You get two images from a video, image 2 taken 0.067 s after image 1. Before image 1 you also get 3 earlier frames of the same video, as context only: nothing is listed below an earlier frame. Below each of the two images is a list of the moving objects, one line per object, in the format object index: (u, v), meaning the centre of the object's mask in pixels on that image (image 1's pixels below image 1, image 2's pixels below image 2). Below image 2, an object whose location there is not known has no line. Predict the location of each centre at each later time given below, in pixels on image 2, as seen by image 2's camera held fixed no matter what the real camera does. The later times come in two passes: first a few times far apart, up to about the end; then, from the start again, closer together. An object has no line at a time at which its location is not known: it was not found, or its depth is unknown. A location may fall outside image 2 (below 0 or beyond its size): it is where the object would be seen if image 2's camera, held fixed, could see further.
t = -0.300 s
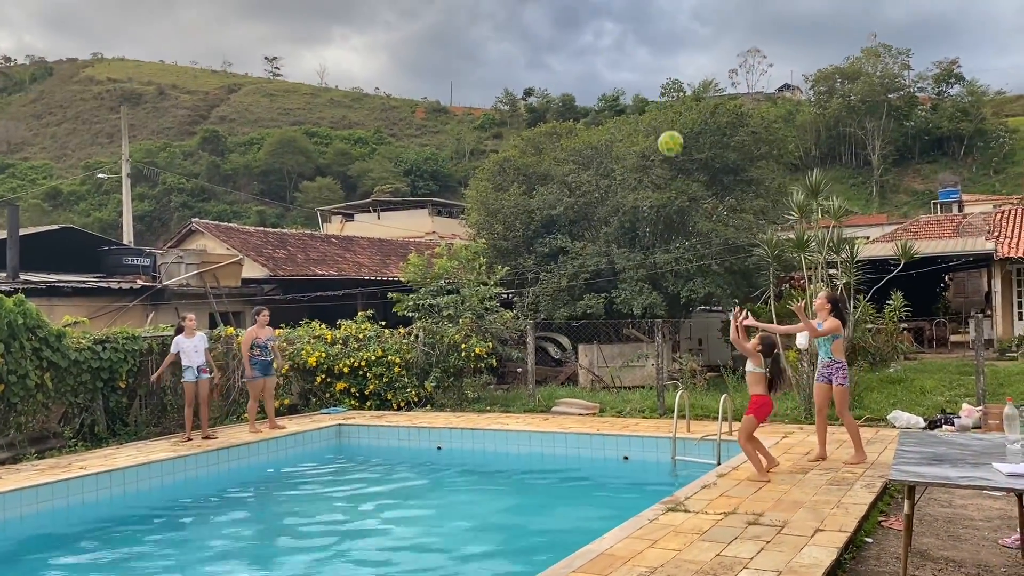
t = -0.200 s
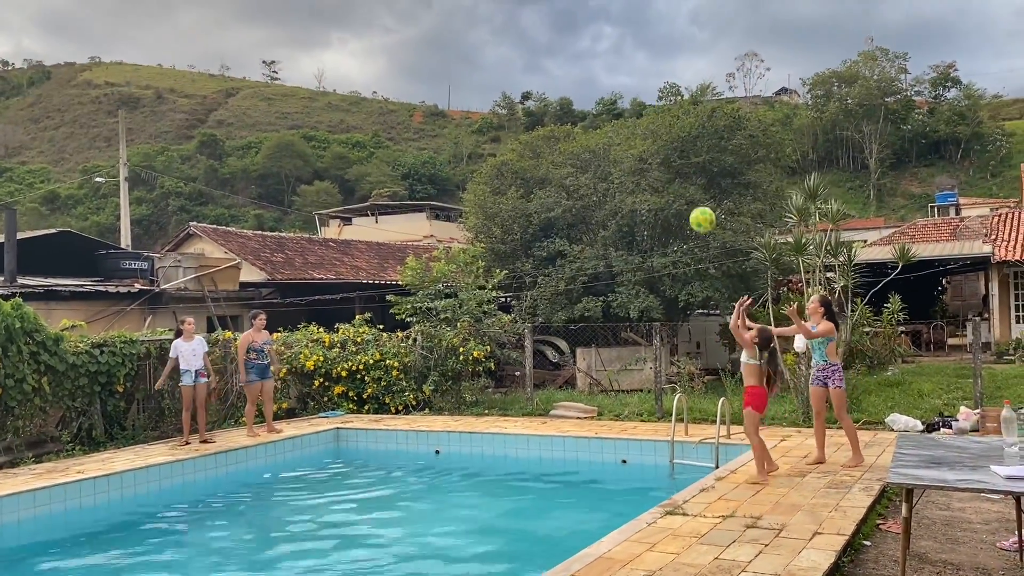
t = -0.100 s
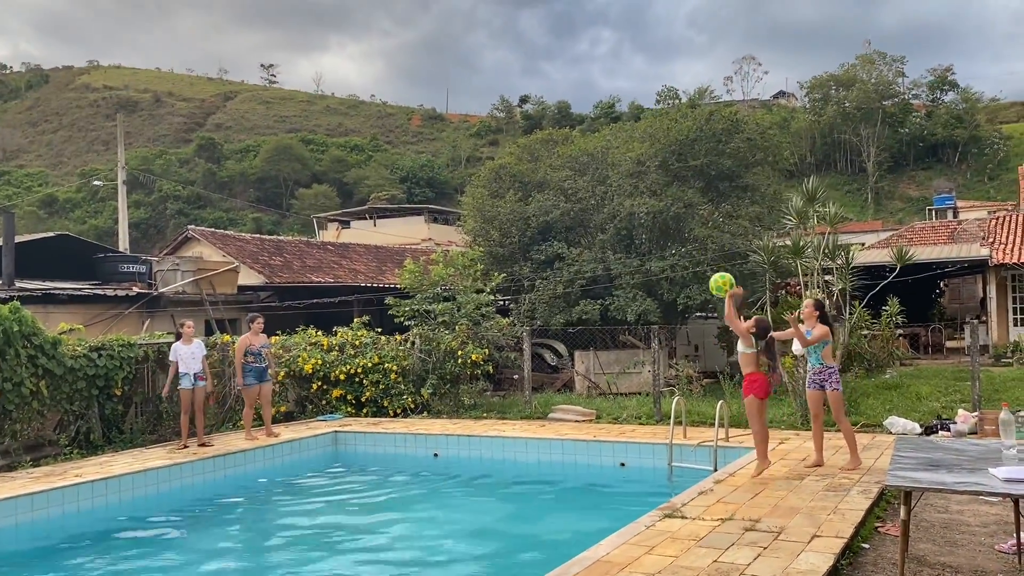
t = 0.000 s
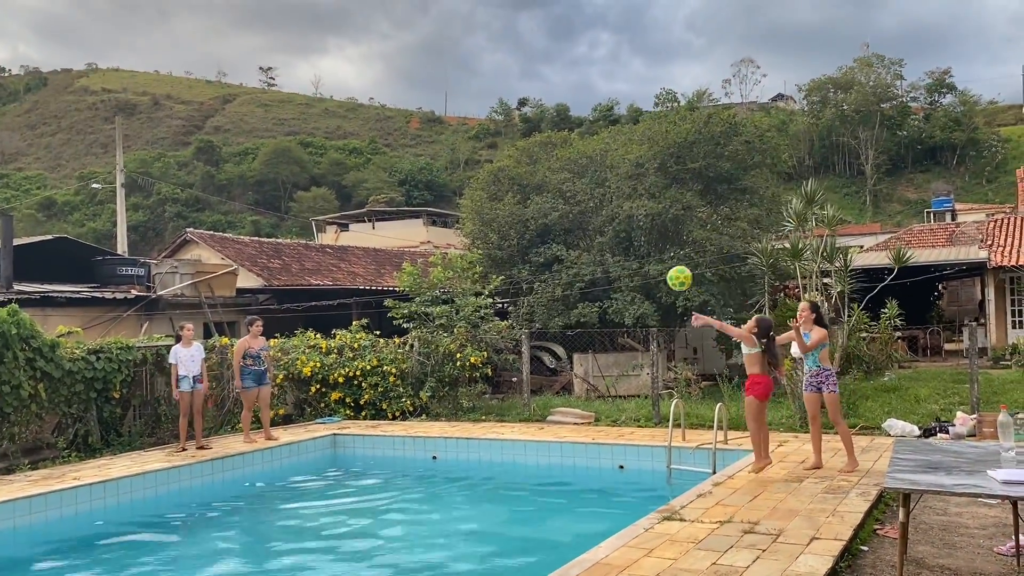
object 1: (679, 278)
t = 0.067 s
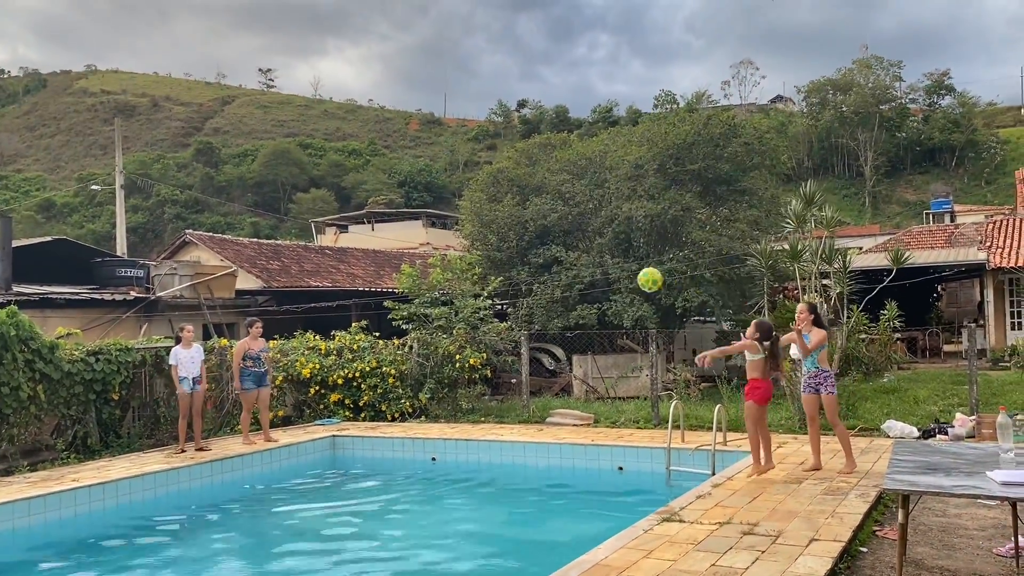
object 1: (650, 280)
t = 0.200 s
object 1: (595, 293)
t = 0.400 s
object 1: (521, 349)
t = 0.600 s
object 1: (457, 441)
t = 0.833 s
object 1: (418, 491)
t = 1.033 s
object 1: (409, 482)
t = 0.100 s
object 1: (635, 281)
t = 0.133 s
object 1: (622, 284)
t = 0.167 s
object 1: (608, 288)
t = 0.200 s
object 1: (595, 293)
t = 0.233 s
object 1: (582, 300)
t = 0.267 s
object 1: (569, 308)
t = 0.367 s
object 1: (533, 338)
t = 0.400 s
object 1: (521, 349)
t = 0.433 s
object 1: (510, 362)
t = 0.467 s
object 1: (499, 376)
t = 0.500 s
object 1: (488, 391)
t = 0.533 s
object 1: (477, 407)
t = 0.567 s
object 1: (467, 423)
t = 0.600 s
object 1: (457, 441)
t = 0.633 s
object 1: (446, 459)
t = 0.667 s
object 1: (436, 478)
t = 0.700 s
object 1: (428, 487)
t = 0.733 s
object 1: (423, 487)
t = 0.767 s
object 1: (421, 488)
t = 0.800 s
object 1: (419, 490)
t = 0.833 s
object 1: (418, 491)
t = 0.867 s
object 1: (417, 491)
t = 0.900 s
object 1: (416, 491)
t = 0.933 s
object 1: (414, 488)
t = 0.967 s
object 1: (412, 486)
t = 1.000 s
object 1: (411, 483)
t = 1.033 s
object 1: (409, 482)
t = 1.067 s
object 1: (408, 482)
